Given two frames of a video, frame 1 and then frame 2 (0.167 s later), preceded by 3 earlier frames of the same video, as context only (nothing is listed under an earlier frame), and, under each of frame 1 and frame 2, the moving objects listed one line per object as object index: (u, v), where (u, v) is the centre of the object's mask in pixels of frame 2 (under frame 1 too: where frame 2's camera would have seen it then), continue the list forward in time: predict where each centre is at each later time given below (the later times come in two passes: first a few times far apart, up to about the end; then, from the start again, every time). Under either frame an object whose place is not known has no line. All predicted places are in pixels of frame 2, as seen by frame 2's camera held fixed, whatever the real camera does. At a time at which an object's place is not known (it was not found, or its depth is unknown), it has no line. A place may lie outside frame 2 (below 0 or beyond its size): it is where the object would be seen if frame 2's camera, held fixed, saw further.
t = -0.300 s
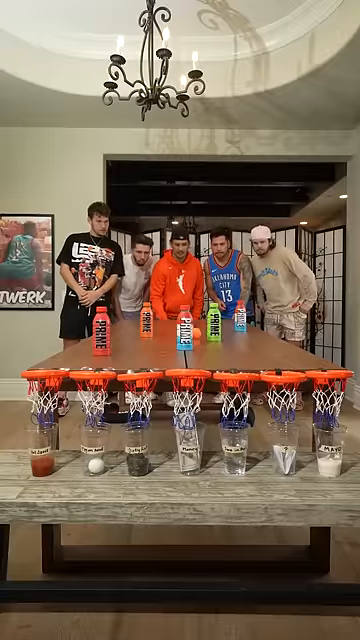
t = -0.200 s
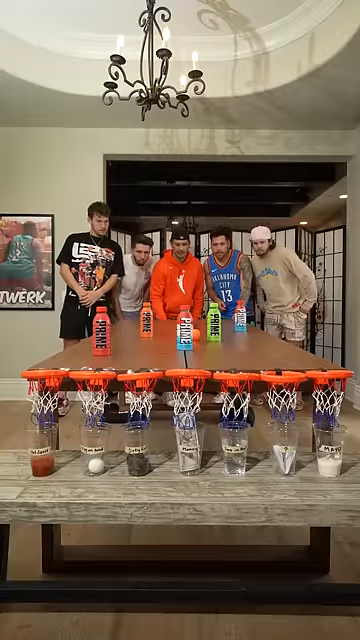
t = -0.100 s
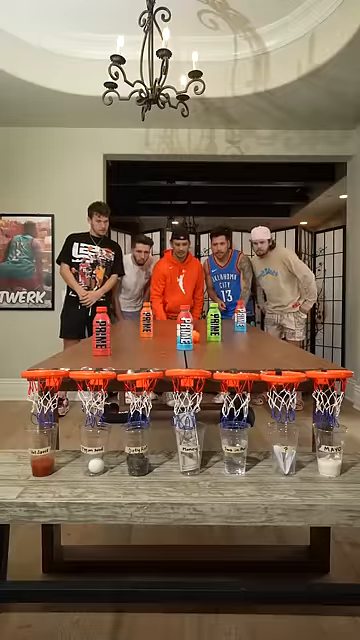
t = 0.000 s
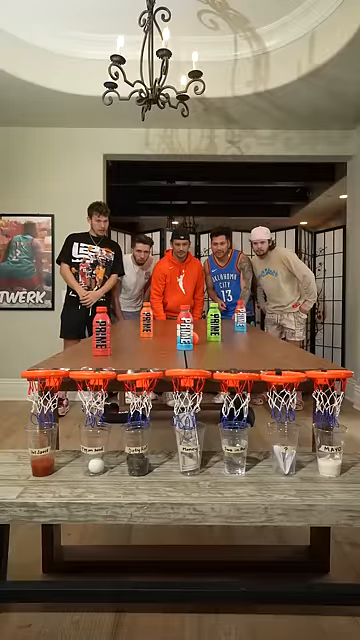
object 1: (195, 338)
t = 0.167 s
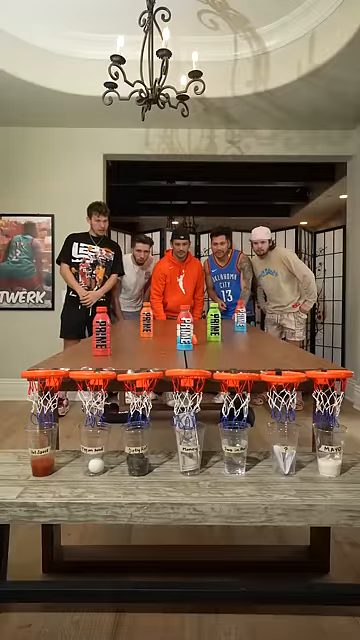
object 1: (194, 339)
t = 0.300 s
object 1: (197, 340)
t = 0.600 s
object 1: (204, 341)
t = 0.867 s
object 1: (211, 342)
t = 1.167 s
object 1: (220, 345)
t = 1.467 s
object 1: (227, 348)
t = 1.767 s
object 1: (235, 352)
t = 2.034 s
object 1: (242, 358)
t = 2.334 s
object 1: (259, 362)
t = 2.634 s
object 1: (267, 364)
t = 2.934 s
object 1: (286, 434)
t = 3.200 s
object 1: (284, 438)
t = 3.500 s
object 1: (284, 438)
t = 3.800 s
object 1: (284, 438)
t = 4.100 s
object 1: (284, 438)
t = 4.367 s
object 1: (283, 438)
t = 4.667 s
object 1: (283, 438)
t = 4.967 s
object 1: (283, 438)
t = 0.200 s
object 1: (195, 340)
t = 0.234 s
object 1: (196, 340)
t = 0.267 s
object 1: (196, 340)
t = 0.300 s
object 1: (197, 340)
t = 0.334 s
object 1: (198, 340)
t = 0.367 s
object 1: (199, 340)
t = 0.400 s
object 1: (199, 340)
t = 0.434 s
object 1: (200, 340)
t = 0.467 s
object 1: (200, 340)
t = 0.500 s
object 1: (202, 341)
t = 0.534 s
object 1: (202, 341)
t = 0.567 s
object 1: (204, 341)
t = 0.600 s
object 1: (204, 341)
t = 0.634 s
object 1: (206, 341)
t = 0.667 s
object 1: (206, 341)
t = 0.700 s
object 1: (208, 341)
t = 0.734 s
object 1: (208, 341)
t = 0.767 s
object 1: (209, 342)
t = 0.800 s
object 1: (210, 342)
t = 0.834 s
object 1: (210, 342)
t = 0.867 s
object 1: (211, 342)
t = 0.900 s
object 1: (212, 342)
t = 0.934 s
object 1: (215, 343)
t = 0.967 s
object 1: (215, 343)
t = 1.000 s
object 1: (216, 343)
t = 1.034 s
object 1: (217, 344)
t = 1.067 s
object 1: (217, 344)
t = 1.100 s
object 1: (218, 344)
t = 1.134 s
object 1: (219, 344)
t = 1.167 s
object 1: (220, 345)
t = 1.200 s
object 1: (222, 345)
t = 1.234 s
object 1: (222, 345)
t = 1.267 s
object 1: (223, 346)
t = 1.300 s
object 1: (223, 346)
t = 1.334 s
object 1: (224, 347)
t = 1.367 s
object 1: (225, 347)
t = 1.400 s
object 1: (226, 347)
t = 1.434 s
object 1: (226, 348)
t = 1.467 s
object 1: (227, 348)
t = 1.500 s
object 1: (228, 348)
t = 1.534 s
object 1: (228, 349)
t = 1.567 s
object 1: (229, 349)
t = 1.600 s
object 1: (230, 350)
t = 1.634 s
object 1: (231, 351)
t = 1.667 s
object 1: (232, 351)
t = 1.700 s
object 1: (233, 351)
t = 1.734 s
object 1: (234, 352)
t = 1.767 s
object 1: (235, 352)
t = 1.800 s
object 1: (236, 353)
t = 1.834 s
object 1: (237, 354)
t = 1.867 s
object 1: (238, 354)
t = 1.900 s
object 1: (239, 355)
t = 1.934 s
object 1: (240, 355)
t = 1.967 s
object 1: (241, 356)
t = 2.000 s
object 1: (242, 357)
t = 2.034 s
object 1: (242, 358)
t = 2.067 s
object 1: (244, 358)
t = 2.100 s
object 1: (245, 359)
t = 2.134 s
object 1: (247, 359)
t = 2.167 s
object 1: (249, 360)
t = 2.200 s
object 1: (250, 363)
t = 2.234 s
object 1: (254, 364)
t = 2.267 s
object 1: (257, 363)
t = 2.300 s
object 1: (258, 362)
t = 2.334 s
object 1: (259, 362)
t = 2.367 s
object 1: (260, 362)
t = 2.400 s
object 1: (261, 362)
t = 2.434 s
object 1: (261, 362)
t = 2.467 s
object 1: (262, 363)
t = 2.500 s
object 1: (262, 363)
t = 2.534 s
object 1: (263, 364)
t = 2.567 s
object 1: (264, 363)
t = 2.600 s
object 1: (265, 364)
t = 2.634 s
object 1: (267, 364)
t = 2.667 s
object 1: (269, 365)
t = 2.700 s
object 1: (272, 365)
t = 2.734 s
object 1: (275, 366)
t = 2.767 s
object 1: (279, 369)
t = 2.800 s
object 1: (281, 373)
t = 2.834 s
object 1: (284, 390)
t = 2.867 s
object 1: (289, 404)
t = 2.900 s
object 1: (291, 420)
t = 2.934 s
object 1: (286, 434)
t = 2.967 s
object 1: (282, 443)
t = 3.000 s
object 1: (282, 440)
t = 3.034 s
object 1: (284, 438)
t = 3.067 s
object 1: (286, 438)
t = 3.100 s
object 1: (287, 439)
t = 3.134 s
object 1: (285, 439)
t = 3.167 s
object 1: (284, 439)
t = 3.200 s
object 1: (284, 438)
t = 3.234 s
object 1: (284, 438)
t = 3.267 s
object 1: (284, 438)
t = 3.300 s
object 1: (284, 438)
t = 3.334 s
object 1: (284, 438)
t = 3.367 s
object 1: (284, 438)
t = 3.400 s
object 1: (284, 438)
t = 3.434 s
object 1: (284, 438)
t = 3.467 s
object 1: (284, 438)
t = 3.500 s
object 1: (284, 438)
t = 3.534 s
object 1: (284, 438)
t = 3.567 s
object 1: (284, 438)
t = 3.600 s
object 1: (284, 438)
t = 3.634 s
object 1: (284, 438)
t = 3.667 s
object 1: (284, 438)
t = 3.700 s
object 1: (284, 438)
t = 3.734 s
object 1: (284, 438)
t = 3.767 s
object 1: (284, 438)
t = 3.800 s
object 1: (284, 438)
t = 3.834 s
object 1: (284, 438)
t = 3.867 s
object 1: (284, 438)
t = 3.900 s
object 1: (284, 438)
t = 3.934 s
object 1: (284, 438)
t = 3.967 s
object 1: (283, 438)
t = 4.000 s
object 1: (284, 438)
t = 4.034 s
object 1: (284, 438)
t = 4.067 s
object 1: (284, 438)
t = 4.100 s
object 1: (284, 438)
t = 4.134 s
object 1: (284, 438)
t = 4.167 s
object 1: (283, 438)
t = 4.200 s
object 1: (283, 438)
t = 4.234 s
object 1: (283, 438)
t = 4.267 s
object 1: (283, 438)
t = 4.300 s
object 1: (283, 438)
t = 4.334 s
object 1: (283, 438)
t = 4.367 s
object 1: (283, 438)
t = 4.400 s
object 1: (283, 438)
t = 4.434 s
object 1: (283, 438)
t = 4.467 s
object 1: (283, 438)
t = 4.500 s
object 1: (283, 438)
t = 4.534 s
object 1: (283, 438)
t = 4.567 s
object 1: (283, 438)
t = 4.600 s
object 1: (283, 438)
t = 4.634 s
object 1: (283, 438)
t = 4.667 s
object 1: (283, 438)
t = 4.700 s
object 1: (283, 438)
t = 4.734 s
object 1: (283, 438)
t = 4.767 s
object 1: (283, 438)
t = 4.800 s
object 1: (283, 438)
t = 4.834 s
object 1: (283, 438)
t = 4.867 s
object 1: (283, 438)
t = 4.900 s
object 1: (283, 438)
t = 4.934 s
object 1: (283, 438)
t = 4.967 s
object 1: (283, 438)
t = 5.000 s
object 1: (283, 438)
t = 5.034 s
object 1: (283, 438)
